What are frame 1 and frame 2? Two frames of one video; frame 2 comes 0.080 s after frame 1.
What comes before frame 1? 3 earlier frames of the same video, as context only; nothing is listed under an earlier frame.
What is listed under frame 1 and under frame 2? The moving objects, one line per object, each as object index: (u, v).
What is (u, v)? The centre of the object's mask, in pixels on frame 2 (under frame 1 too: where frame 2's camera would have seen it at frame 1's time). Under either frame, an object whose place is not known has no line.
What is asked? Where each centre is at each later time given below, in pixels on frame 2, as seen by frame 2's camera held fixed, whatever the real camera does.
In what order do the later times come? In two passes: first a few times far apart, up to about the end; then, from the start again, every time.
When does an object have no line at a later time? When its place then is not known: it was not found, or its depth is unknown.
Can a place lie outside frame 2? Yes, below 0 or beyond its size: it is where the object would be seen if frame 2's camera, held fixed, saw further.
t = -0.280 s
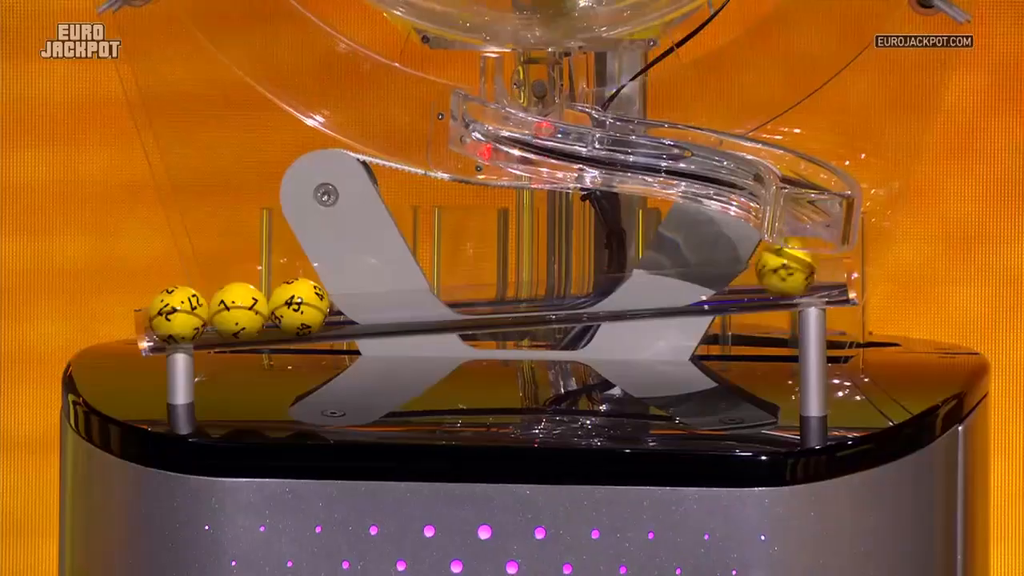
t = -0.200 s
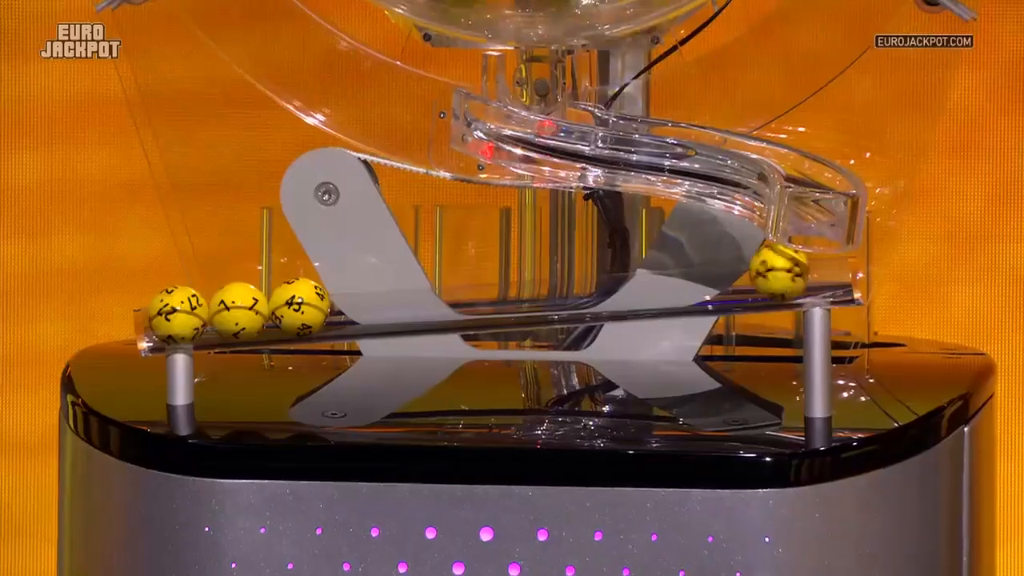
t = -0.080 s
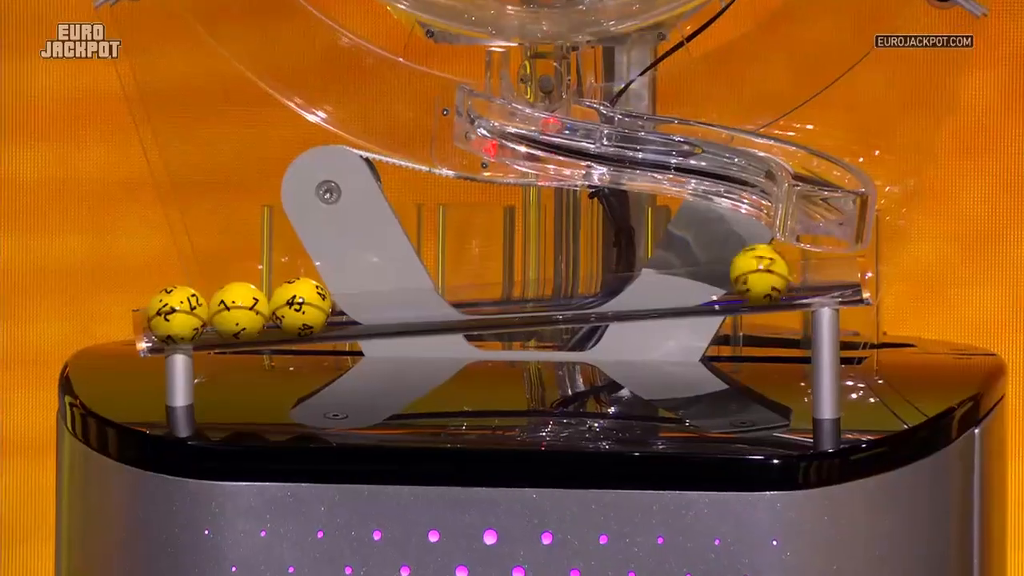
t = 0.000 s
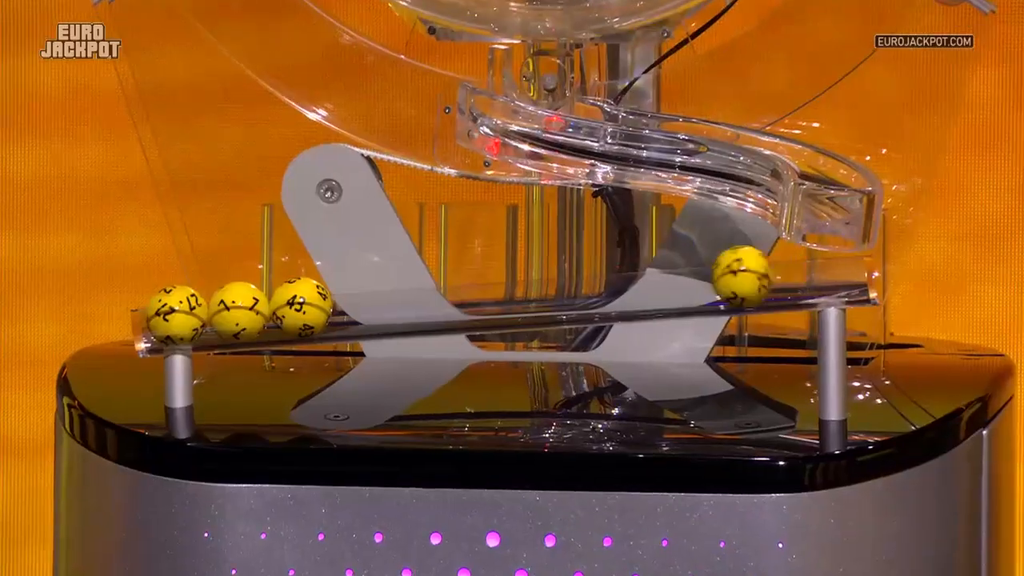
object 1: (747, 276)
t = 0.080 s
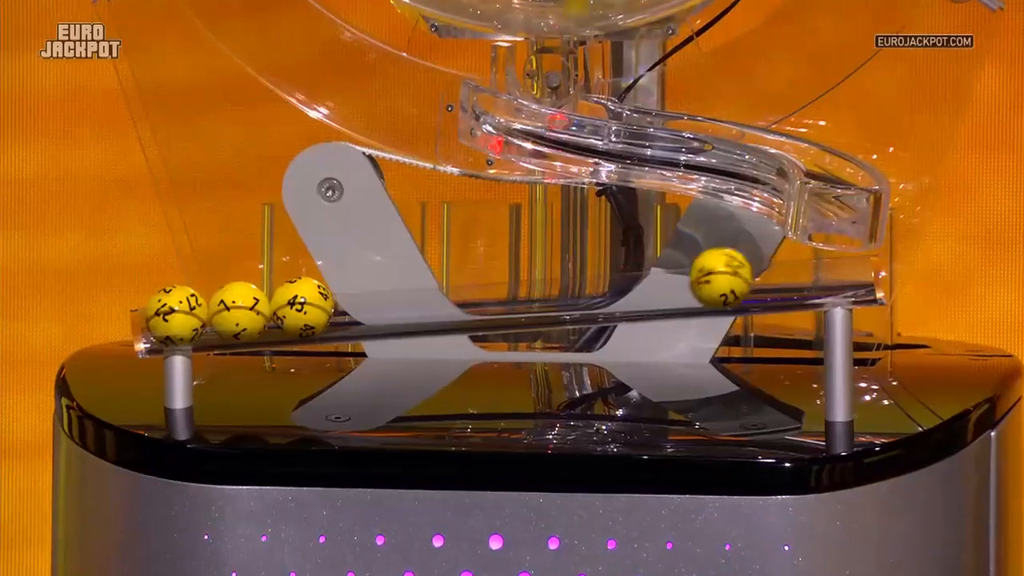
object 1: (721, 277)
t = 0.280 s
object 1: (638, 283)
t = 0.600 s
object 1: (453, 296)
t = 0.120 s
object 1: (706, 279)
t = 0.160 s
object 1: (690, 279)
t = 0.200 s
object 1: (674, 280)
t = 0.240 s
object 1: (656, 282)
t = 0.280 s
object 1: (638, 283)
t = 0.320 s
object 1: (618, 285)
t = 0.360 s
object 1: (597, 286)
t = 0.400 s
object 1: (576, 288)
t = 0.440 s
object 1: (552, 290)
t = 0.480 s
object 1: (529, 291)
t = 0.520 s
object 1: (505, 292)
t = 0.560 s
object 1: (480, 294)
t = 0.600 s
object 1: (453, 296)
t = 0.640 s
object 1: (427, 299)
